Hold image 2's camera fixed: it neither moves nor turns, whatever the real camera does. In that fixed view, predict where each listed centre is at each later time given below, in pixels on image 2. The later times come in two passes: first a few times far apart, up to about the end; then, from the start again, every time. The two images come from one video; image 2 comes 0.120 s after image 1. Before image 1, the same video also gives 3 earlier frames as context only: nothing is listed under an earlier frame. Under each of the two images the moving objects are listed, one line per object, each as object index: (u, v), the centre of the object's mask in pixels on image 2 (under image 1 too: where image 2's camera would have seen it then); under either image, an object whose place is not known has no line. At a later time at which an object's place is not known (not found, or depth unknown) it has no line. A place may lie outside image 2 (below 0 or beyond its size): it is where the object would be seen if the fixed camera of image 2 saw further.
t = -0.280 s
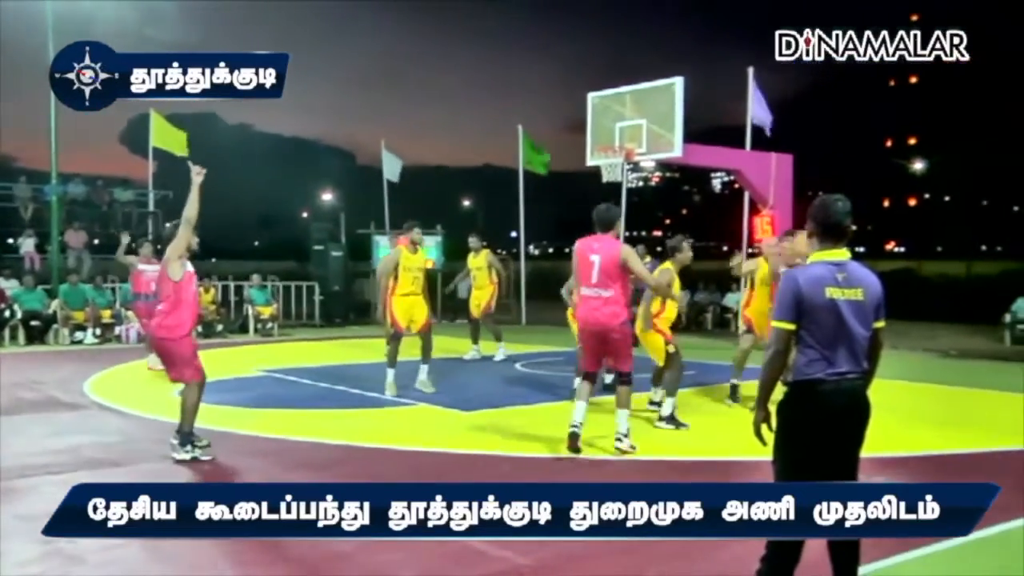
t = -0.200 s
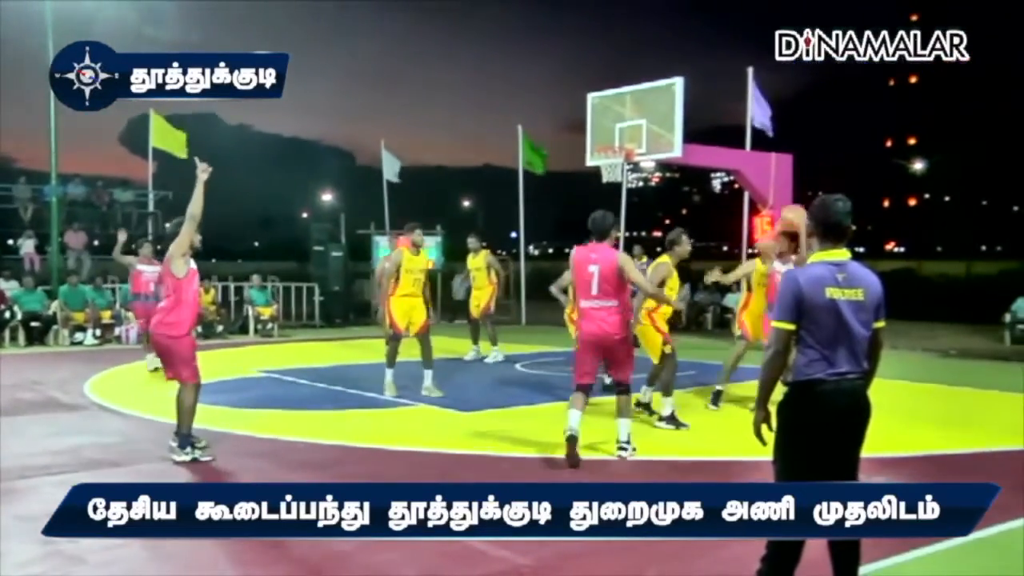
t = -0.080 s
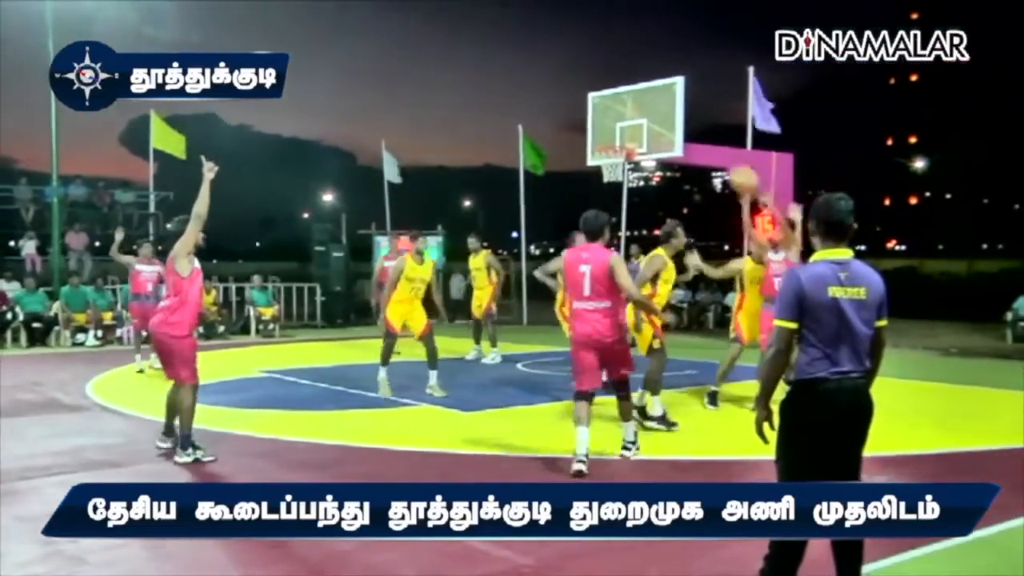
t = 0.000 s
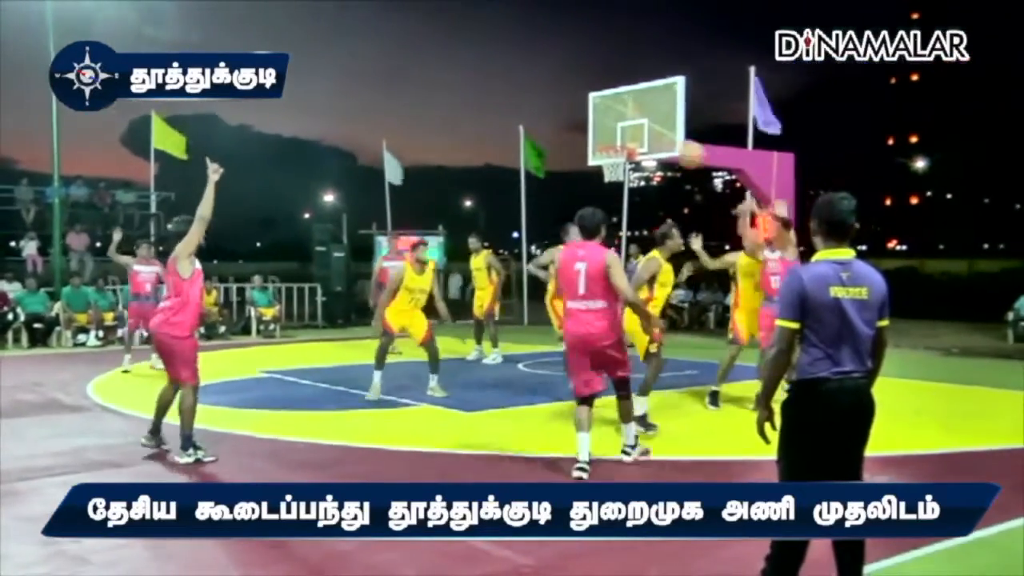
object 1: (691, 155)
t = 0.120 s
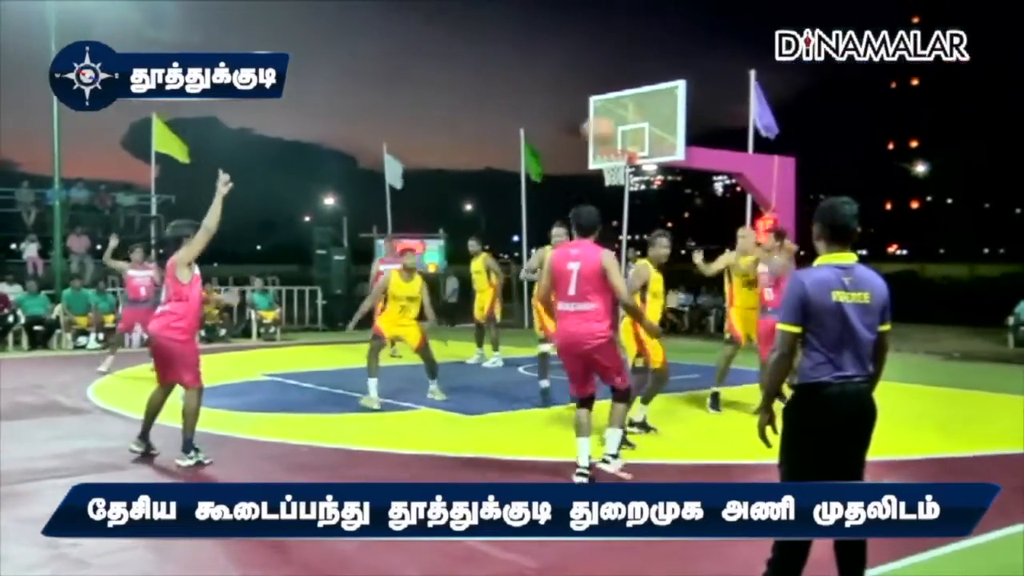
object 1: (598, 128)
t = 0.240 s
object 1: (511, 118)
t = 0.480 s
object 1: (309, 144)
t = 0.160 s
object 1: (570, 124)
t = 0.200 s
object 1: (542, 120)
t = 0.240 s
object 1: (511, 118)
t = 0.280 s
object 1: (480, 118)
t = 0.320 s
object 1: (448, 118)
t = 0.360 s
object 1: (414, 121)
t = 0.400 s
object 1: (381, 126)
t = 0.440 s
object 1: (345, 135)
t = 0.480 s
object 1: (309, 144)
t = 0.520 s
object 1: (273, 156)
